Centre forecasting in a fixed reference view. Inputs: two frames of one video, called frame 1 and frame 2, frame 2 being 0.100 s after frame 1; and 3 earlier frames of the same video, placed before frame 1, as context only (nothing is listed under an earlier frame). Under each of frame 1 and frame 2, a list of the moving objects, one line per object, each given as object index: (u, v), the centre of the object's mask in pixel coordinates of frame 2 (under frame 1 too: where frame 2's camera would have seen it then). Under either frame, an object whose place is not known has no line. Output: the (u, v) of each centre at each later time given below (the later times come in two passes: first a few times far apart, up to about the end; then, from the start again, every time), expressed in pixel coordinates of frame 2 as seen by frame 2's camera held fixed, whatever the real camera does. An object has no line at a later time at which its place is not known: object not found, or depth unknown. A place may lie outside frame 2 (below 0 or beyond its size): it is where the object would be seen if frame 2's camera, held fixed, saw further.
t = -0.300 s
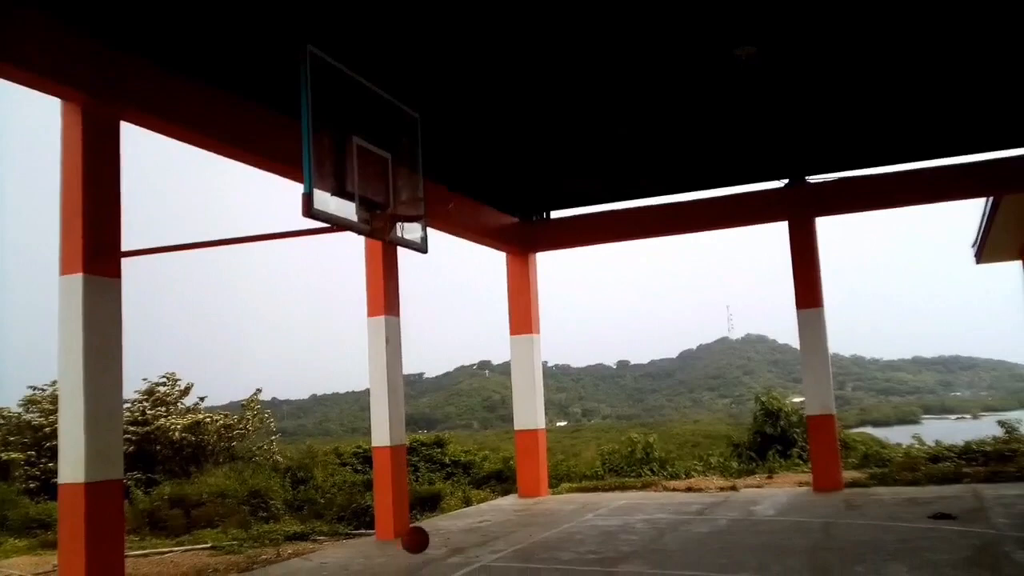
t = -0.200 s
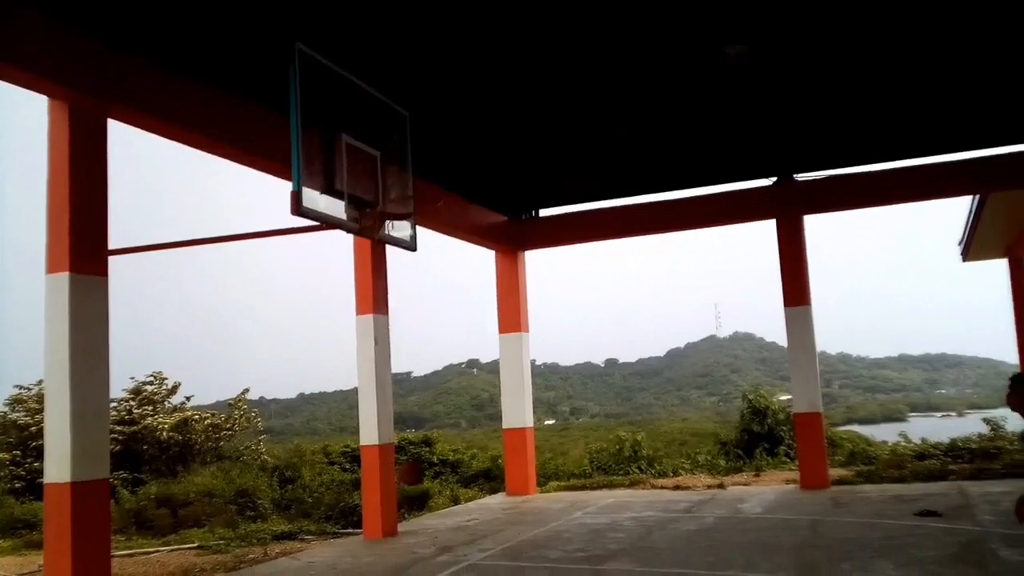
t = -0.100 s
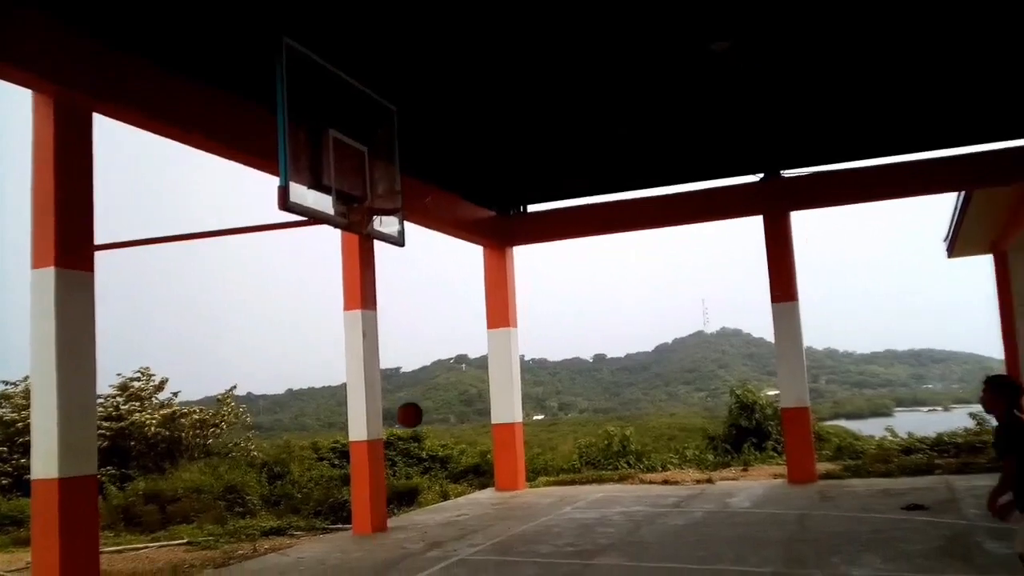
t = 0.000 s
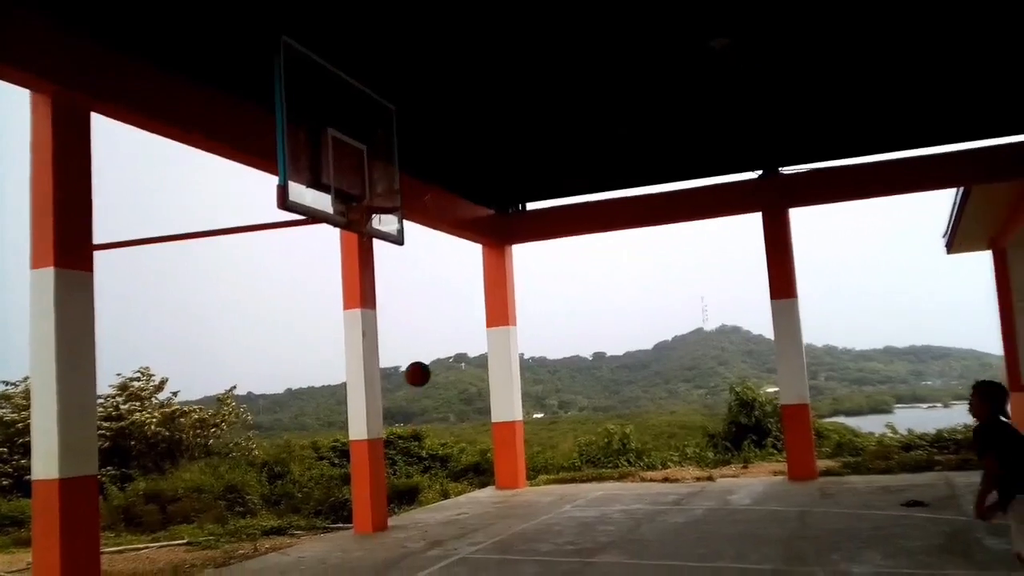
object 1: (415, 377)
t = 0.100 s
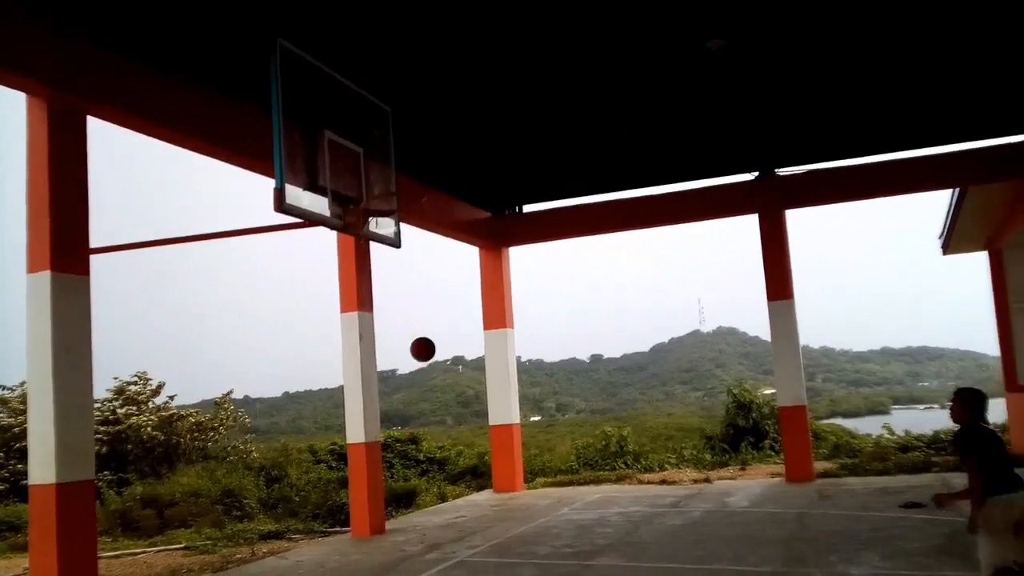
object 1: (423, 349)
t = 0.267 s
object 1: (434, 327)
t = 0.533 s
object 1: (460, 350)
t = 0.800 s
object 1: (485, 434)
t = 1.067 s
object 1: (504, 502)
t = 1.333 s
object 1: (505, 410)
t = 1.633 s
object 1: (509, 385)
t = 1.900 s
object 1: (517, 422)
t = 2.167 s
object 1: (526, 513)
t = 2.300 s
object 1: (530, 471)
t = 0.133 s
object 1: (425, 342)
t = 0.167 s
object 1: (427, 337)
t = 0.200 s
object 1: (429, 333)
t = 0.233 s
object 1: (431, 330)
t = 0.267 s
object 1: (434, 327)
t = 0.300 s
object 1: (438, 322)
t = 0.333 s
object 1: (440, 320)
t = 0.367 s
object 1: (443, 322)
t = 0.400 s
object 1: (447, 329)
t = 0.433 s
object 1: (451, 333)
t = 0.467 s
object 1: (454, 338)
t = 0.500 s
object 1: (457, 344)
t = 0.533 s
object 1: (460, 350)
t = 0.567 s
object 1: (463, 357)
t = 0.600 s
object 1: (466, 365)
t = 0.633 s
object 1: (469, 374)
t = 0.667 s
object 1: (473, 385)
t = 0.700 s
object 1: (477, 396)
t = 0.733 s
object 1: (480, 407)
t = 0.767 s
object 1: (482, 420)
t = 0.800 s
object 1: (485, 434)
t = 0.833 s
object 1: (488, 449)
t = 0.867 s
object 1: (492, 466)
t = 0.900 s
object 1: (496, 482)
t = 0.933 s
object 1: (498, 500)
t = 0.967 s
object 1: (502, 519)
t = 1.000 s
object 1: (505, 536)
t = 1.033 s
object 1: (504, 519)
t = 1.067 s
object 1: (504, 502)
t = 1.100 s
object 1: (504, 487)
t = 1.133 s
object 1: (504, 473)
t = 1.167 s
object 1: (504, 460)
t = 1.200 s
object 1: (504, 448)
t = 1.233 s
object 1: (505, 437)
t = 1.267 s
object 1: (504, 427)
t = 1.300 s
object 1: (505, 418)
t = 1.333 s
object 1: (505, 410)
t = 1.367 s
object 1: (505, 404)
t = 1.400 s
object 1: (505, 399)
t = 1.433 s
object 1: (506, 394)
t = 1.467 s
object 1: (506, 390)
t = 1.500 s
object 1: (506, 387)
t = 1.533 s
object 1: (507, 386)
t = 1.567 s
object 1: (507, 385)
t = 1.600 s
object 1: (508, 385)
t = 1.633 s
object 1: (509, 385)
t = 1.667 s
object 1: (510, 387)
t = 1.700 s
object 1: (511, 390)
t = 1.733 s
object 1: (512, 393)
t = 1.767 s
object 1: (513, 397)
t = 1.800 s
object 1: (514, 401)
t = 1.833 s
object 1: (515, 407)
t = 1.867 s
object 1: (516, 414)
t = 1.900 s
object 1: (517, 422)
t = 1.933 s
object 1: (519, 430)
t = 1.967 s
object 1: (519, 440)
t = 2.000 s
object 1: (521, 450)
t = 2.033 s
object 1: (522, 460)
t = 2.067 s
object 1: (524, 472)
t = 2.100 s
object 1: (525, 484)
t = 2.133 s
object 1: (526, 498)
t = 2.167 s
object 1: (526, 513)
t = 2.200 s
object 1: (528, 503)
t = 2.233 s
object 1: (529, 491)
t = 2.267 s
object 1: (530, 479)
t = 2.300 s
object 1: (530, 471)
